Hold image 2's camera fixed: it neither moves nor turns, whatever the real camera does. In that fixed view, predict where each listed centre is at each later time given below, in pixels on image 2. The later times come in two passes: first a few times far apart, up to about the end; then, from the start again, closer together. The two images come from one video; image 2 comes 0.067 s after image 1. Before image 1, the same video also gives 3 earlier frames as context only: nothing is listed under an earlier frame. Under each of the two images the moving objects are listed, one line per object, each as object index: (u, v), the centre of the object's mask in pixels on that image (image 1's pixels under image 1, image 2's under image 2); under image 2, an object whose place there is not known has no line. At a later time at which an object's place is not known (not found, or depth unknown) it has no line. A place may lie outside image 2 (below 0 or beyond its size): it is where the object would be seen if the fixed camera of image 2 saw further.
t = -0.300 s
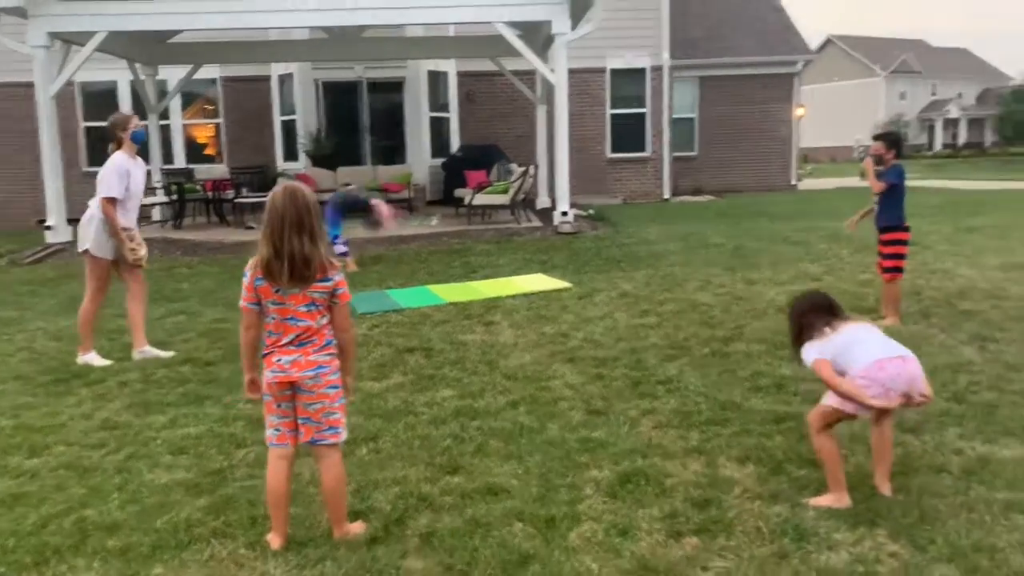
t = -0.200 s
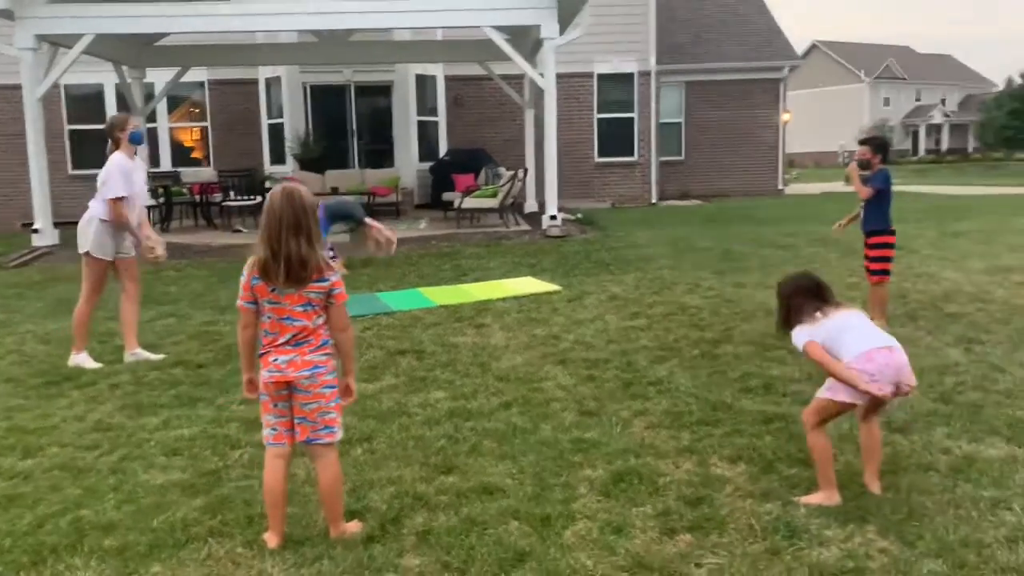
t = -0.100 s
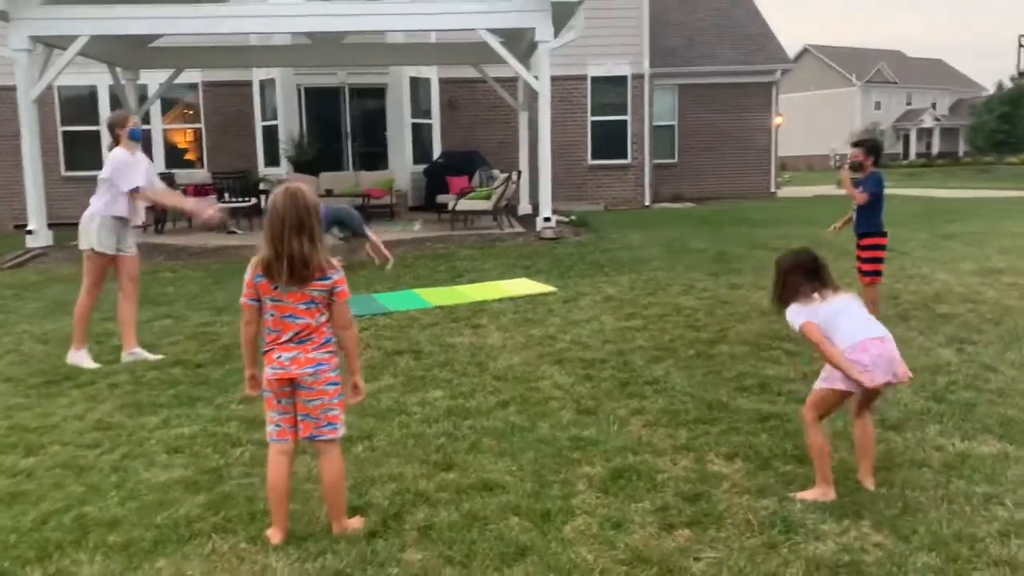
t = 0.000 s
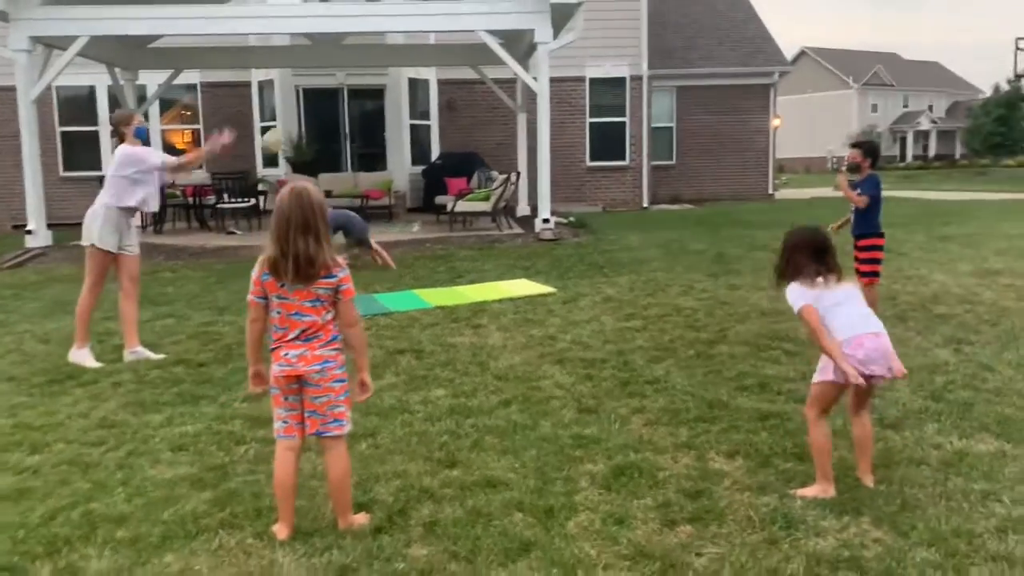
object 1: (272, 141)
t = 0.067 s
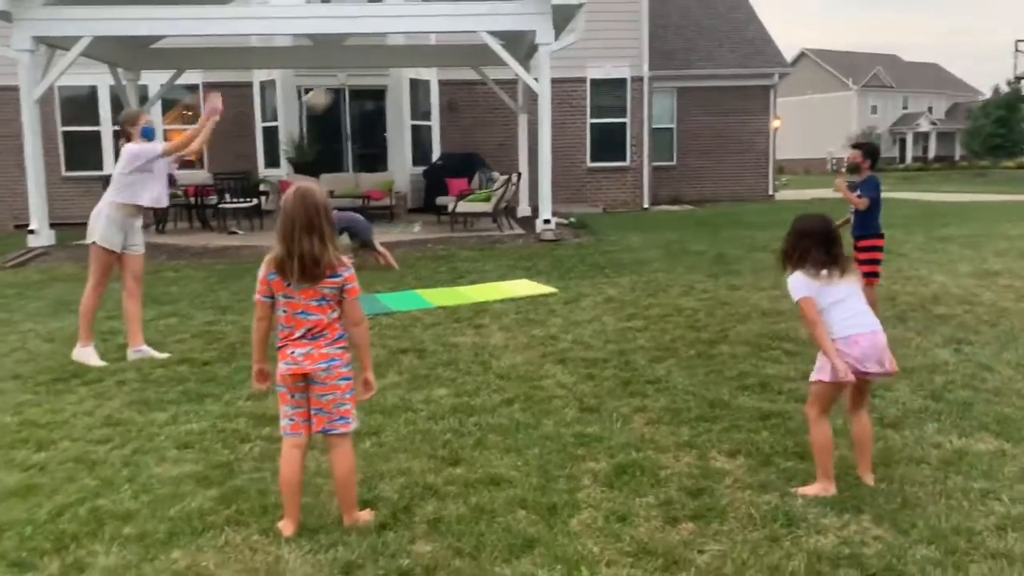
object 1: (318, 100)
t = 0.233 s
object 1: (418, 31)
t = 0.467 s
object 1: (551, 6)
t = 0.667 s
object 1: (659, 38)
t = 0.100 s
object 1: (339, 82)
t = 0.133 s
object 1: (358, 66)
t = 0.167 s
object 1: (379, 55)
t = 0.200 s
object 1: (396, 40)
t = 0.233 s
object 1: (418, 31)
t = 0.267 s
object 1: (437, 22)
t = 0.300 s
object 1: (455, 14)
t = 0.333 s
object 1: (476, 7)
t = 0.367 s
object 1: (494, 2)
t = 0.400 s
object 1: (513, 1)
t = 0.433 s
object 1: (532, 0)
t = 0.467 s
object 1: (551, 6)
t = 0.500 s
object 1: (571, 6)
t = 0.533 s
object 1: (588, 11)
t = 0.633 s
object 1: (643, 32)
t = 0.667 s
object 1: (659, 38)
